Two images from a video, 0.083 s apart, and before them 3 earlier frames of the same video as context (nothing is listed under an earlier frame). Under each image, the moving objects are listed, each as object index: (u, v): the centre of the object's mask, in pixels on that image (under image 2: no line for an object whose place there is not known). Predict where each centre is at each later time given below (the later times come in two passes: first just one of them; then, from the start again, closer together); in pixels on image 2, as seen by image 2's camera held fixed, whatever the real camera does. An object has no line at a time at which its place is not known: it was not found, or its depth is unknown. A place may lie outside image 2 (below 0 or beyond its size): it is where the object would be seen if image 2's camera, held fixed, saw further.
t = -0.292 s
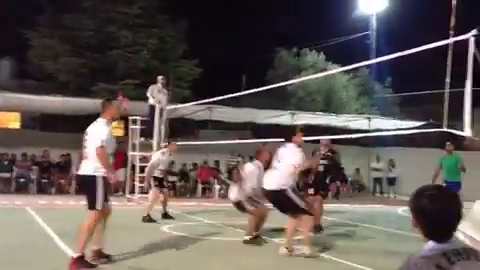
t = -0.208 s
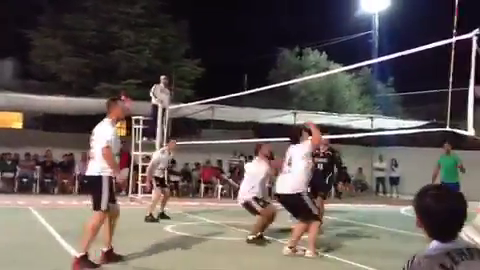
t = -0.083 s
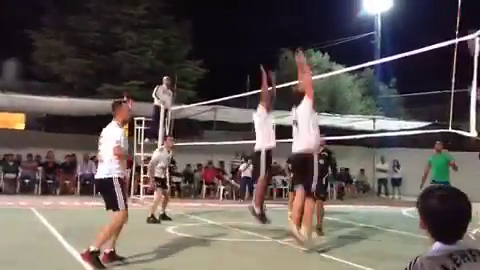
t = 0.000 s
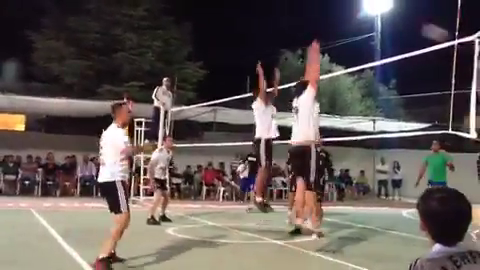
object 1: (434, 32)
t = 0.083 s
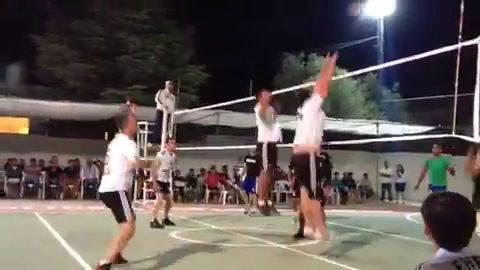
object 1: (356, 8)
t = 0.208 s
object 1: (266, 7)
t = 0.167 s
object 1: (304, 4)
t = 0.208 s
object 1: (266, 7)
